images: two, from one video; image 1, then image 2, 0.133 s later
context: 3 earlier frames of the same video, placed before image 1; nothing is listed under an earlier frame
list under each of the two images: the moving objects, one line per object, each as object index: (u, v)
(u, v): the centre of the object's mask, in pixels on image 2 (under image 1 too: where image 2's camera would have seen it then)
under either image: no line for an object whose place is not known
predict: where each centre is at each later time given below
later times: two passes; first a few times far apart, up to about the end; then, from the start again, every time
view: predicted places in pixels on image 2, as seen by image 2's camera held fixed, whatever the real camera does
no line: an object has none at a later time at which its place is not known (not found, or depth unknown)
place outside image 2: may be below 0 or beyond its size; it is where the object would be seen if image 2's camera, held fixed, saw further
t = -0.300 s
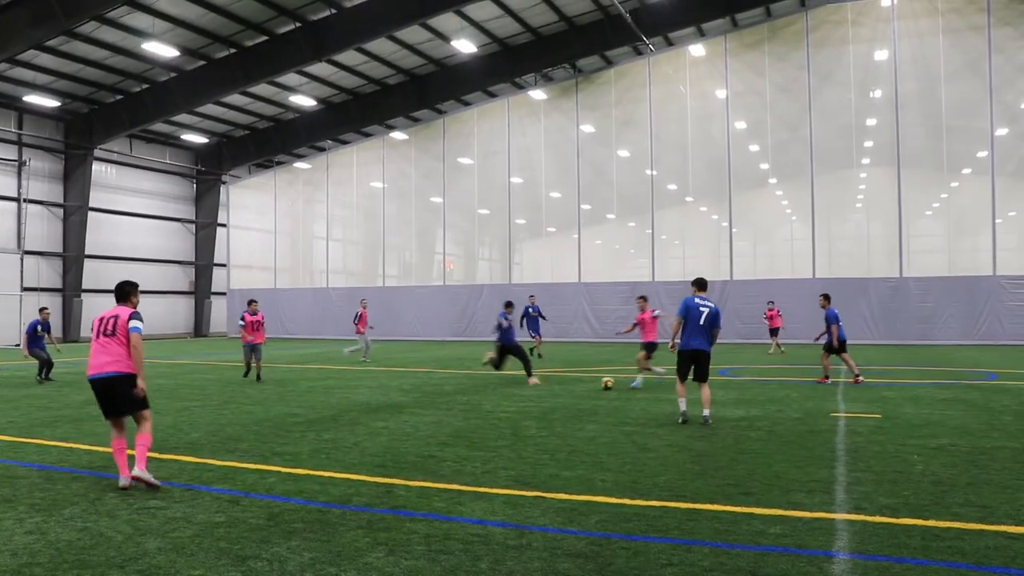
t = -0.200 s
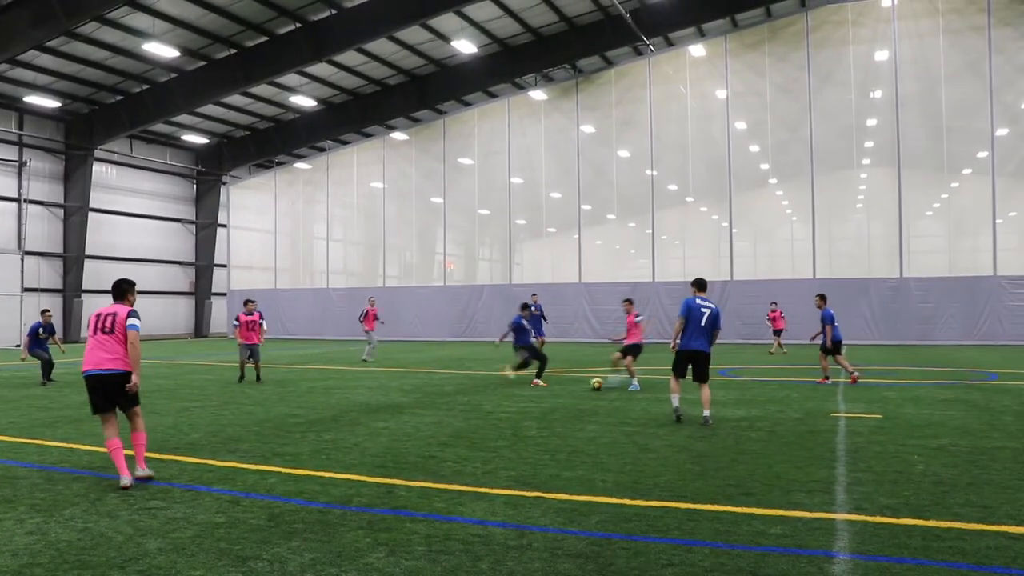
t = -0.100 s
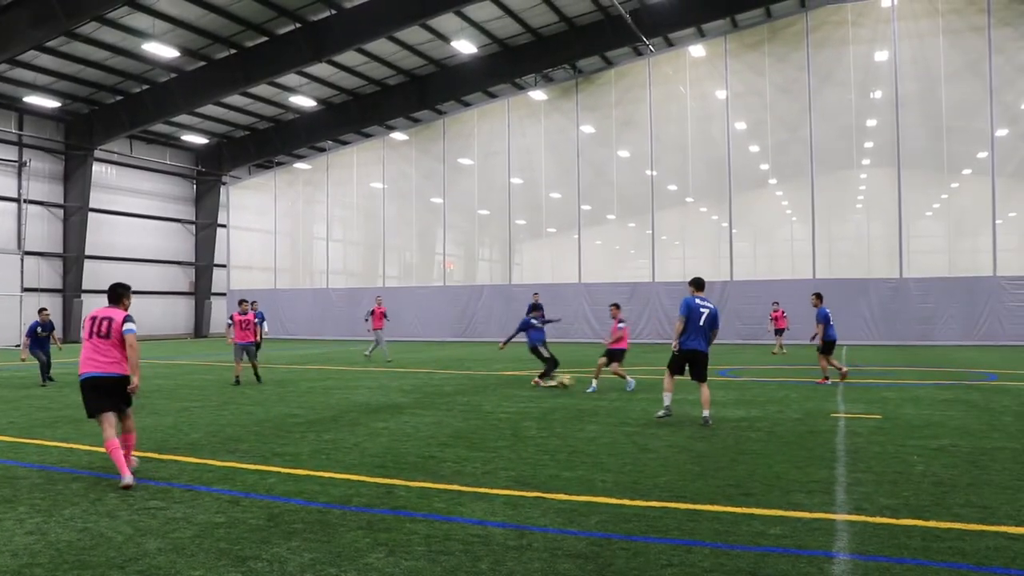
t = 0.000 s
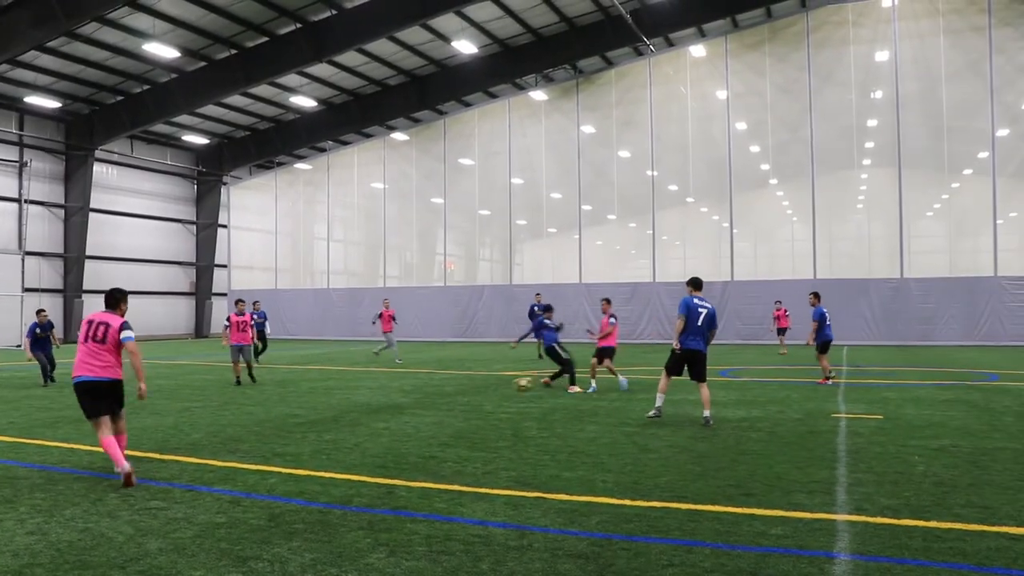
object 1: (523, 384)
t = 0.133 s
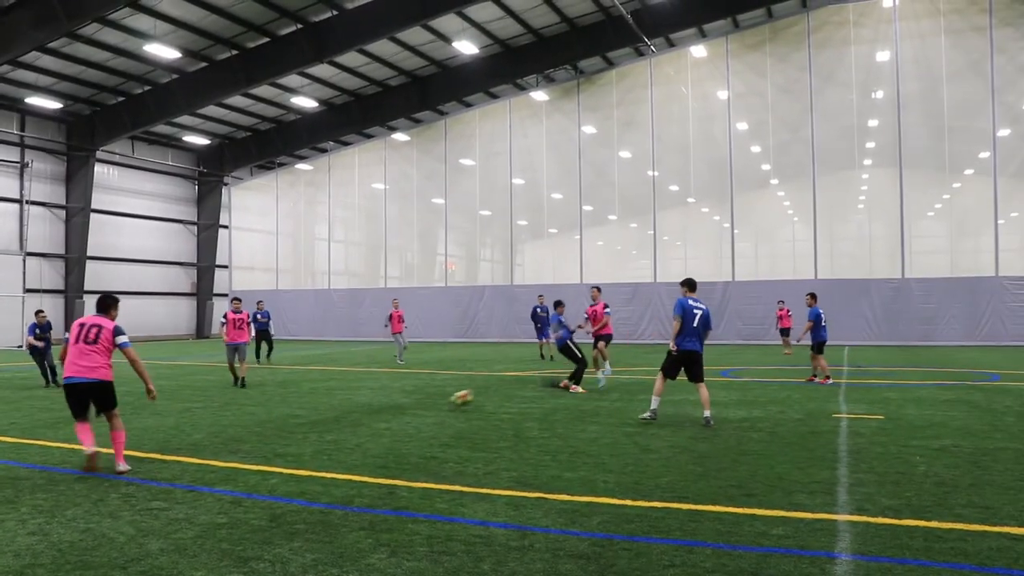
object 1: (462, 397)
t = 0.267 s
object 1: (401, 402)
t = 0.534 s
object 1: (281, 428)
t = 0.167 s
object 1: (446, 404)
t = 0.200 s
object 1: (430, 406)
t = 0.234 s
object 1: (416, 403)
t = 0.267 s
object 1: (401, 402)
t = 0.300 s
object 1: (386, 402)
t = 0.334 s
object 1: (371, 403)
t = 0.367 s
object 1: (359, 405)
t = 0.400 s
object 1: (341, 406)
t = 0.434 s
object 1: (325, 412)
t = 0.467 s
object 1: (310, 418)
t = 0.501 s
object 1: (294, 424)
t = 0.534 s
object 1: (281, 428)
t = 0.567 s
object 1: (270, 426)
